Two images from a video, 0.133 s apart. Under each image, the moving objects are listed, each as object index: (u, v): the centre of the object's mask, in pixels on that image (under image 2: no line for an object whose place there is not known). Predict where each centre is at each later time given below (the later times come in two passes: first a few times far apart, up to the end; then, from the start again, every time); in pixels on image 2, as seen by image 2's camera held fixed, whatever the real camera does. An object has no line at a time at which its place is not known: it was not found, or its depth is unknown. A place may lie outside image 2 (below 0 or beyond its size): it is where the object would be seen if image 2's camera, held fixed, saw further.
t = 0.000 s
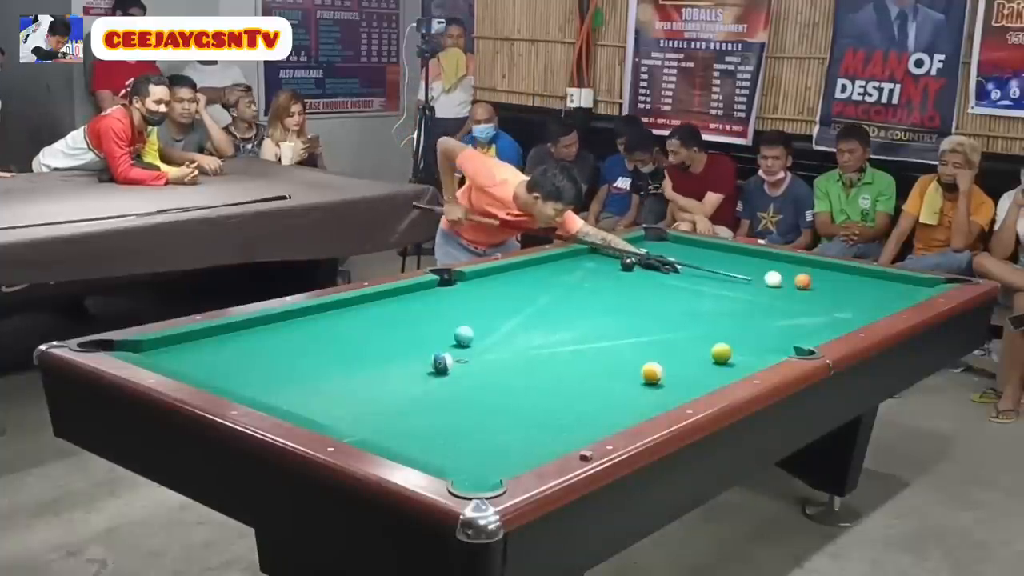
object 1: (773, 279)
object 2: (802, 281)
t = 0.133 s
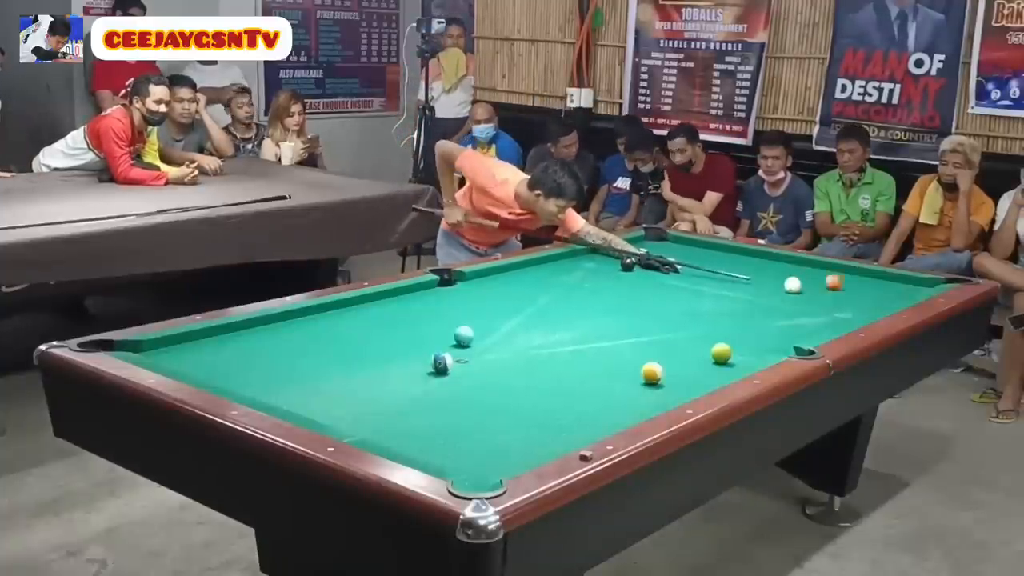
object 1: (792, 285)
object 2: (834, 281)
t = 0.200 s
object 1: (796, 288)
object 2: (850, 282)
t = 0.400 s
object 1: (808, 295)
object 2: (896, 283)
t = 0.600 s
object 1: (821, 303)
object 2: (942, 282)
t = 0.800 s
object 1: (833, 312)
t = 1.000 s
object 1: (845, 318)
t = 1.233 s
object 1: (821, 323)
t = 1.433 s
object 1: (798, 326)
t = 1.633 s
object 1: (774, 328)
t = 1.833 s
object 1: (751, 330)
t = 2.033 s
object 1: (728, 332)
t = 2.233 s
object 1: (706, 335)
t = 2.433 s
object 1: (685, 337)
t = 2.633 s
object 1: (664, 339)
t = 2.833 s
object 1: (644, 341)
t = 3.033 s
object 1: (624, 343)
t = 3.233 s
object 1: (606, 345)
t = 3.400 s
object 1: (591, 347)
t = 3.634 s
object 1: (571, 349)
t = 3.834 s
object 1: (554, 350)
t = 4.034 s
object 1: (539, 352)
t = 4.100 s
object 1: (534, 353)
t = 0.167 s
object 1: (794, 287)
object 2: (842, 282)
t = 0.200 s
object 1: (796, 288)
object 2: (850, 282)
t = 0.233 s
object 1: (798, 289)
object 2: (857, 282)
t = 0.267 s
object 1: (800, 290)
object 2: (865, 283)
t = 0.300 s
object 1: (802, 291)
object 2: (873, 282)
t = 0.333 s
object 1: (804, 292)
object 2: (881, 283)
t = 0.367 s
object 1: (806, 294)
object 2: (888, 283)
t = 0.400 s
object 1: (808, 295)
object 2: (896, 283)
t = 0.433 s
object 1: (810, 297)
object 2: (904, 283)
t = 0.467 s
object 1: (812, 298)
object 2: (912, 283)
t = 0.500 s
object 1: (814, 299)
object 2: (919, 283)
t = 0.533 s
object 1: (817, 301)
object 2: (927, 282)
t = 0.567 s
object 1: (818, 302)
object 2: (935, 282)
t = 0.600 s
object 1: (821, 303)
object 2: (942, 282)
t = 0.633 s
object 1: (823, 305)
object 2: (950, 282)
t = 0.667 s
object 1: (825, 306)
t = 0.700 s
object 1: (827, 307)
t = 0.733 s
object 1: (829, 309)
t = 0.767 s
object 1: (831, 310)
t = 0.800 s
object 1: (833, 312)
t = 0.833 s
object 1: (835, 313)
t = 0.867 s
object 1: (838, 314)
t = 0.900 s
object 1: (839, 315)
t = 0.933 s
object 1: (841, 316)
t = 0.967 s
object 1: (843, 317)
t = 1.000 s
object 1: (845, 318)
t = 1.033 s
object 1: (845, 318)
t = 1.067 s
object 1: (842, 319)
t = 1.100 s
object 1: (838, 320)
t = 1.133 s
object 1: (833, 320)
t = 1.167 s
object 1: (829, 321)
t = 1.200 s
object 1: (825, 322)
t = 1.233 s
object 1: (821, 323)
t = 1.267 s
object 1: (818, 324)
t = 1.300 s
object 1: (814, 324)
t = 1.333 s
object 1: (810, 325)
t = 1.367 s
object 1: (806, 325)
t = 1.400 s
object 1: (802, 325)
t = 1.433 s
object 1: (798, 326)
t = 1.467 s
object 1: (794, 326)
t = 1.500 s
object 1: (790, 327)
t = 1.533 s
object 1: (786, 327)
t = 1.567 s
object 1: (782, 327)
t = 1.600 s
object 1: (778, 327)
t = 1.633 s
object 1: (774, 328)
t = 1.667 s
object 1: (770, 328)
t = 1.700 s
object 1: (766, 329)
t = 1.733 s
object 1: (762, 329)
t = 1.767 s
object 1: (758, 329)
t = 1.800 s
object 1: (754, 330)
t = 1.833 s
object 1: (751, 330)
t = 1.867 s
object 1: (747, 330)
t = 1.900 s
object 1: (744, 331)
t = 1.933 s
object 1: (739, 331)
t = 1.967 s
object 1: (736, 332)
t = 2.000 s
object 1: (732, 332)
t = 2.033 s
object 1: (728, 332)
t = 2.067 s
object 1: (725, 332)
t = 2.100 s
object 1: (721, 333)
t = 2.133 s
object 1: (717, 333)
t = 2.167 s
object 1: (713, 334)
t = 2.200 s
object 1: (710, 334)
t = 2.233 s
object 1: (706, 335)
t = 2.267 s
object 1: (703, 335)
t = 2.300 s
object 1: (699, 335)
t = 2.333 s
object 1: (696, 336)
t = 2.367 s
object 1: (692, 336)
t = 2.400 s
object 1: (689, 337)
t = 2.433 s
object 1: (685, 337)
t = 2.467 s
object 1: (682, 338)
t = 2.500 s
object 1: (678, 338)
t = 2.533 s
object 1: (675, 338)
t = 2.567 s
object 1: (671, 339)
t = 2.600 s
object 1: (668, 339)
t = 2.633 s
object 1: (664, 339)
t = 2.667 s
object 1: (661, 340)
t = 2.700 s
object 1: (657, 340)
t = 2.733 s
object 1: (654, 340)
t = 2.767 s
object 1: (651, 340)
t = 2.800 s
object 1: (647, 341)
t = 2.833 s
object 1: (644, 341)
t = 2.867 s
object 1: (641, 342)
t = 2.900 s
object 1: (638, 342)
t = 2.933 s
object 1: (634, 342)
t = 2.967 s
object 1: (631, 343)
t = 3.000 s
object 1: (628, 343)
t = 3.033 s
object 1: (624, 343)
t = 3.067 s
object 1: (621, 344)
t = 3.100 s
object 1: (618, 344)
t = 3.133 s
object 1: (615, 344)
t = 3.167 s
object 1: (612, 345)
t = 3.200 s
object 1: (609, 345)
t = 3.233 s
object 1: (606, 345)
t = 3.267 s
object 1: (603, 346)
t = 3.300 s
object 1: (600, 346)
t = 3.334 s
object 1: (597, 346)
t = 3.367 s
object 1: (593, 346)
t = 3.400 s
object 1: (591, 347)
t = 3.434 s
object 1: (588, 347)
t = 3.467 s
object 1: (585, 347)
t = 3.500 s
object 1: (582, 348)
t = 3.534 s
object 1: (579, 348)
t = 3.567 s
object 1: (576, 348)
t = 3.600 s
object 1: (573, 348)
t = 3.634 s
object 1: (571, 349)
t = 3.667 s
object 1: (568, 349)
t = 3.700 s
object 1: (565, 350)
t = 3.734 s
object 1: (562, 350)
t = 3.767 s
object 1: (559, 350)
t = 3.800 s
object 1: (557, 350)
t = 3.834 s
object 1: (554, 350)
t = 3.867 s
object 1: (552, 350)
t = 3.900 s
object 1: (549, 351)
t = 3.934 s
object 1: (546, 351)
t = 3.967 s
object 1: (544, 352)
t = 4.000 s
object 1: (541, 352)
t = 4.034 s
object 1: (539, 352)
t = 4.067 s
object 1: (536, 352)
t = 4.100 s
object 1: (534, 353)
